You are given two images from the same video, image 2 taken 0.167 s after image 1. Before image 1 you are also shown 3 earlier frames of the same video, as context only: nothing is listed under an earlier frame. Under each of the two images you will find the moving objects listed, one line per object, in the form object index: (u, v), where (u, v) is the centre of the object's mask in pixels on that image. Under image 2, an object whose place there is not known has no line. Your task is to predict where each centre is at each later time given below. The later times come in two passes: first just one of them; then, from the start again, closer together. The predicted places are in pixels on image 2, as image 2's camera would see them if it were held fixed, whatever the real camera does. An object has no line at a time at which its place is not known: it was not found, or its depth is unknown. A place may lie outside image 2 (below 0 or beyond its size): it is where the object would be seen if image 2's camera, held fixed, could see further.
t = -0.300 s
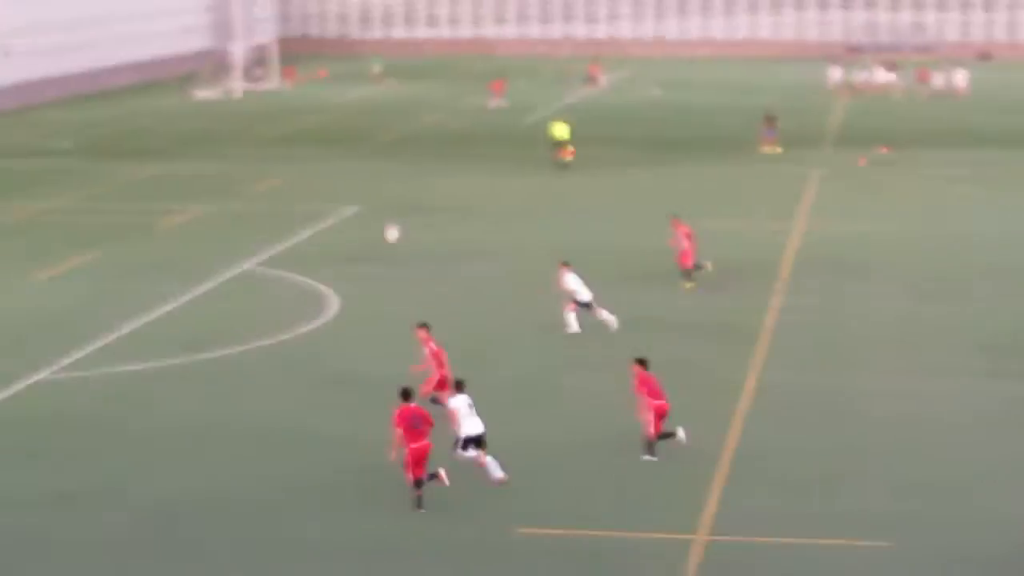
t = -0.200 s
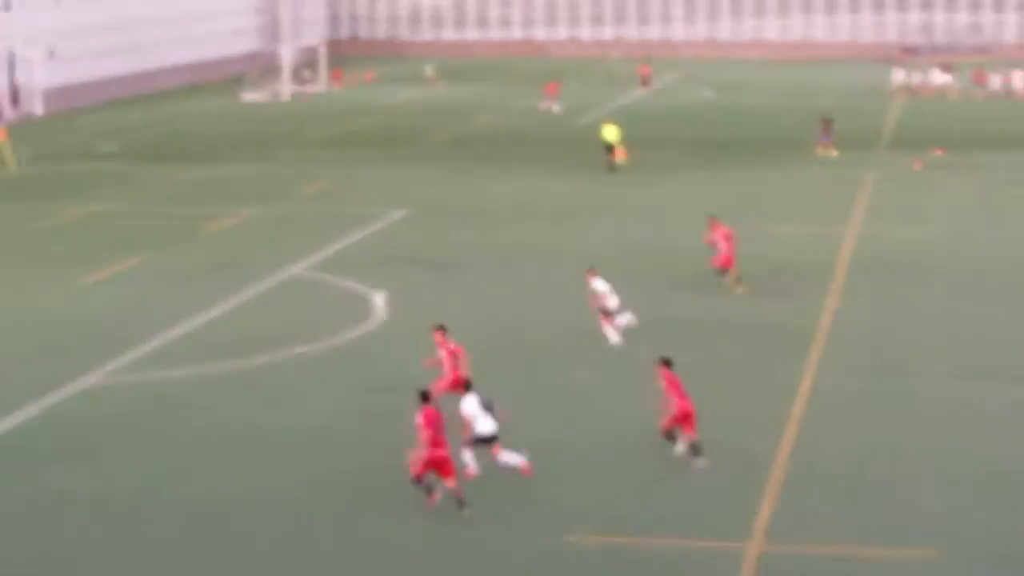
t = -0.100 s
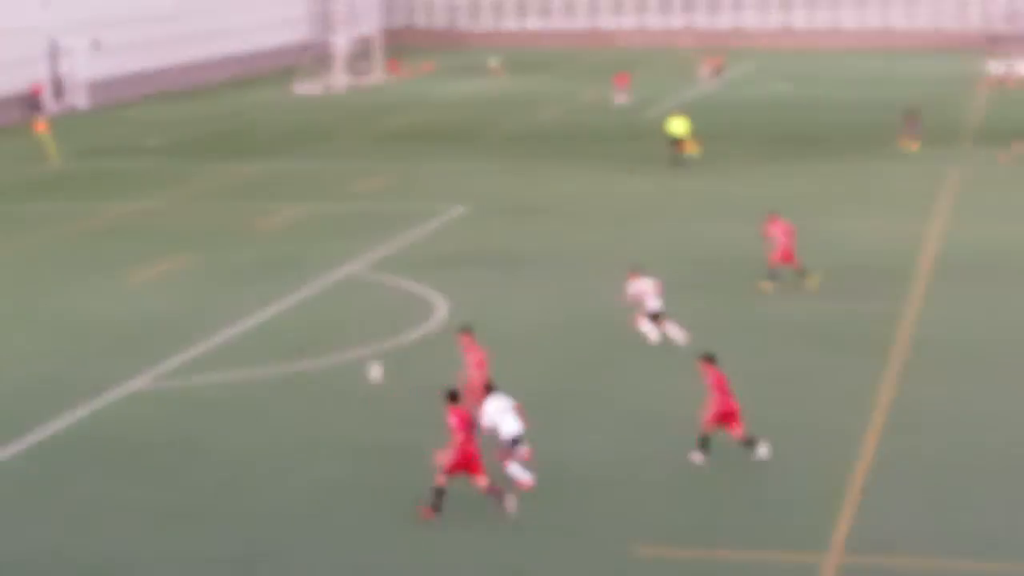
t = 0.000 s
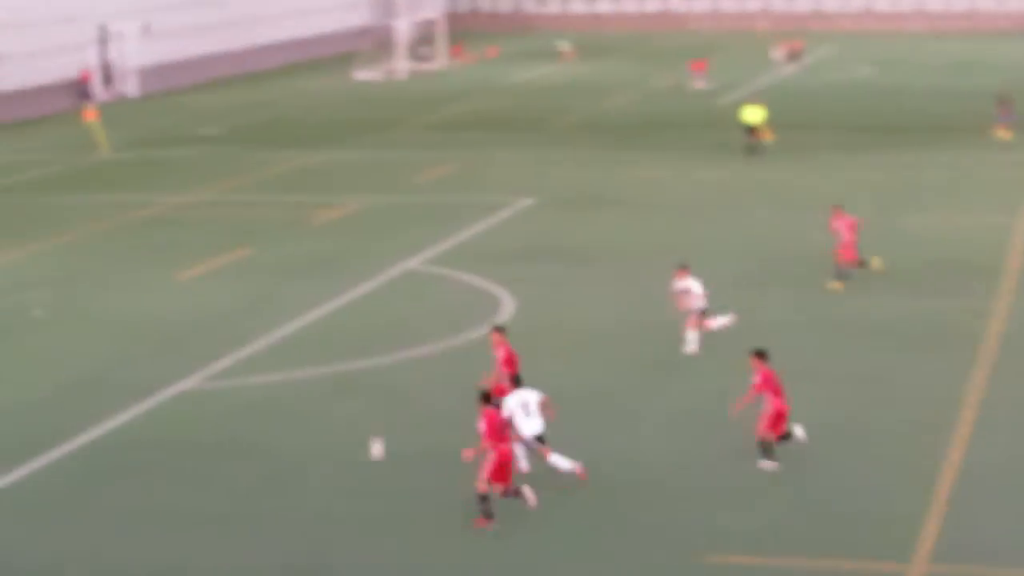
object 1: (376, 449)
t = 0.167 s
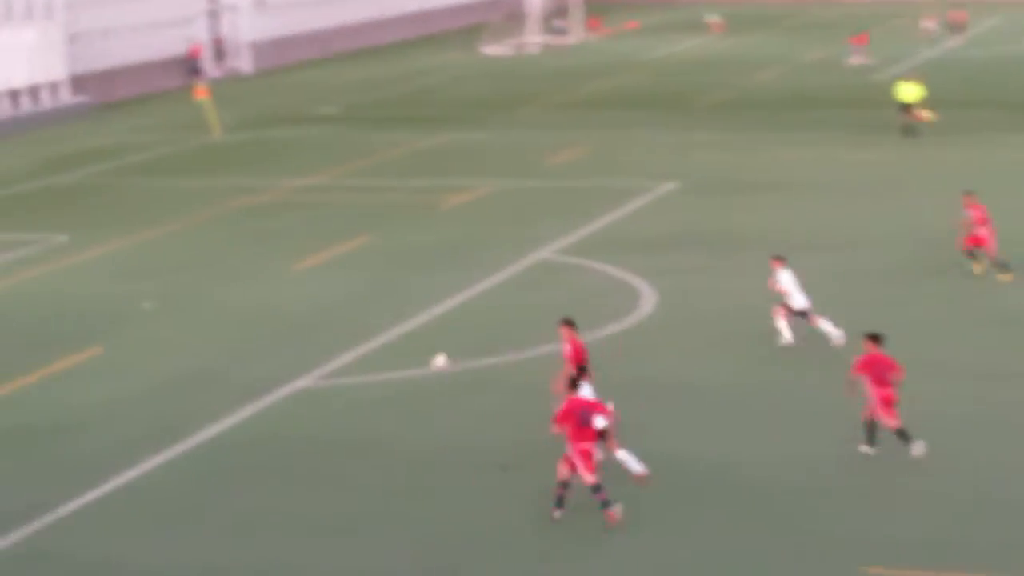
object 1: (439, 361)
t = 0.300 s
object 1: (391, 290)
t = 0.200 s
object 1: (428, 342)
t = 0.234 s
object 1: (415, 323)
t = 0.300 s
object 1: (391, 290)
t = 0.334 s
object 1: (379, 275)
